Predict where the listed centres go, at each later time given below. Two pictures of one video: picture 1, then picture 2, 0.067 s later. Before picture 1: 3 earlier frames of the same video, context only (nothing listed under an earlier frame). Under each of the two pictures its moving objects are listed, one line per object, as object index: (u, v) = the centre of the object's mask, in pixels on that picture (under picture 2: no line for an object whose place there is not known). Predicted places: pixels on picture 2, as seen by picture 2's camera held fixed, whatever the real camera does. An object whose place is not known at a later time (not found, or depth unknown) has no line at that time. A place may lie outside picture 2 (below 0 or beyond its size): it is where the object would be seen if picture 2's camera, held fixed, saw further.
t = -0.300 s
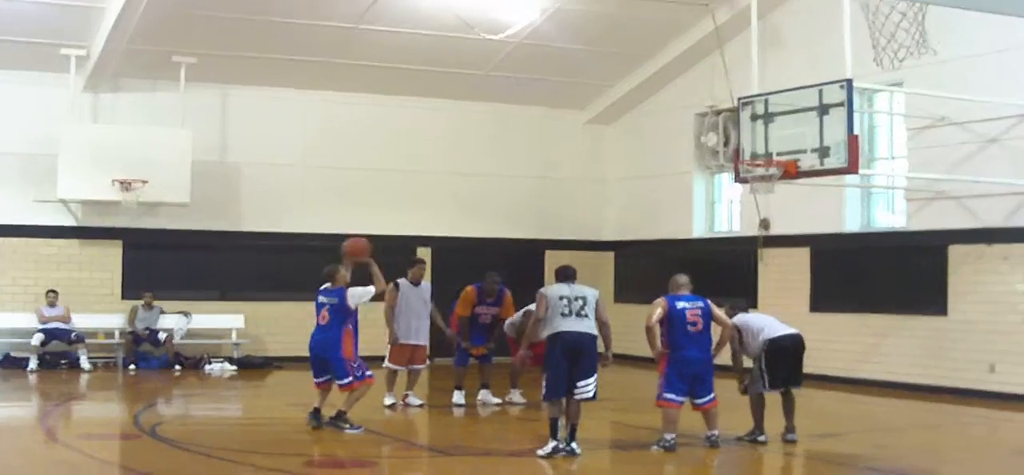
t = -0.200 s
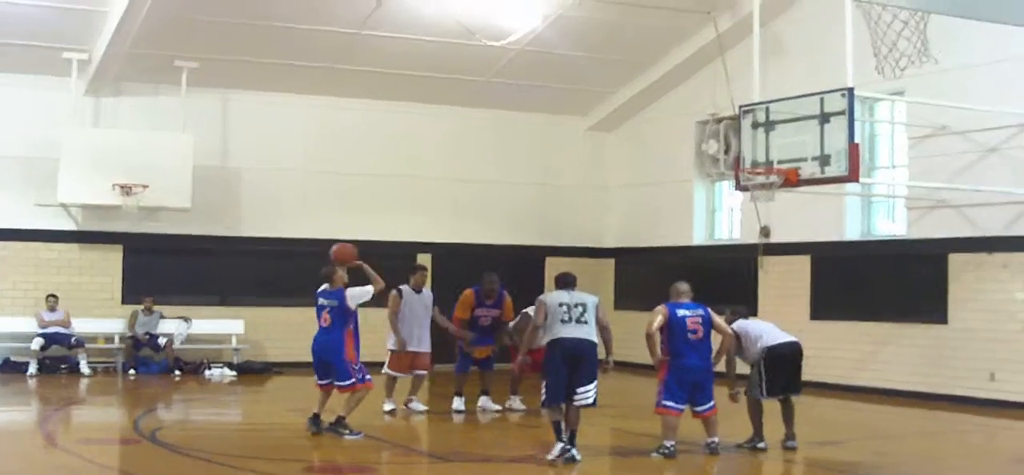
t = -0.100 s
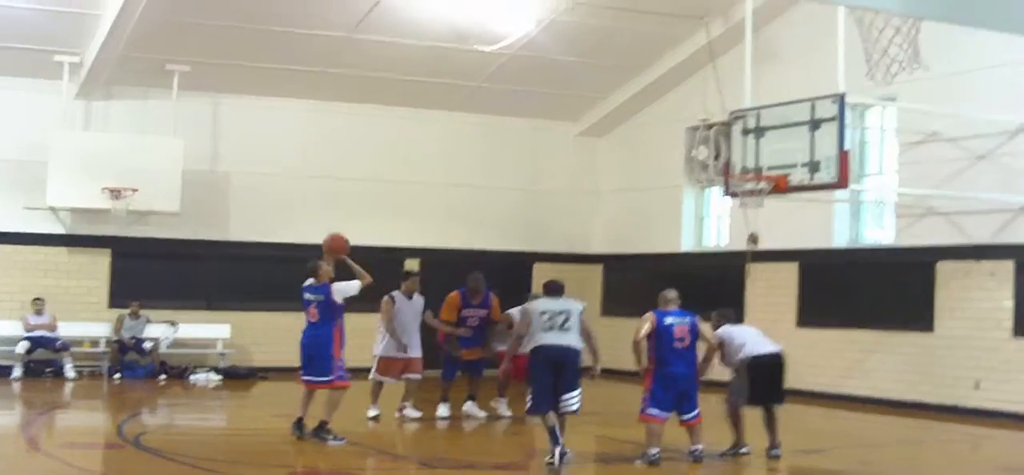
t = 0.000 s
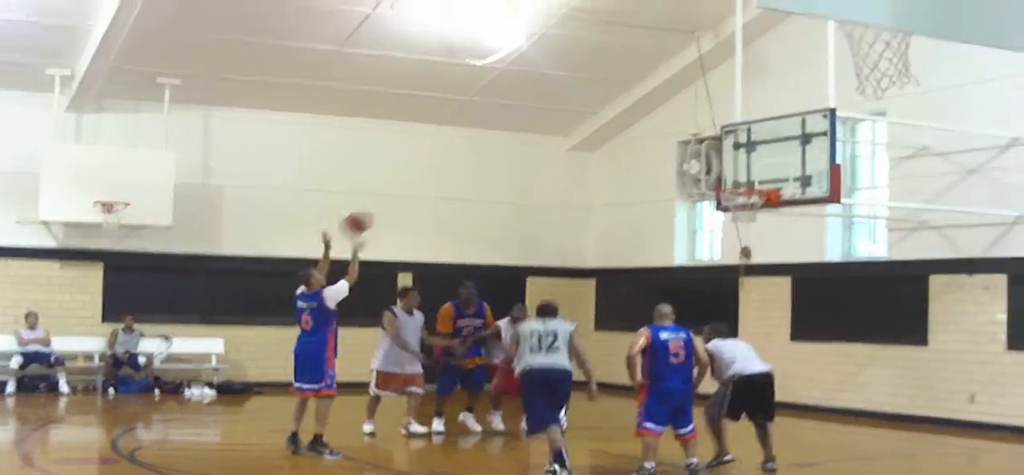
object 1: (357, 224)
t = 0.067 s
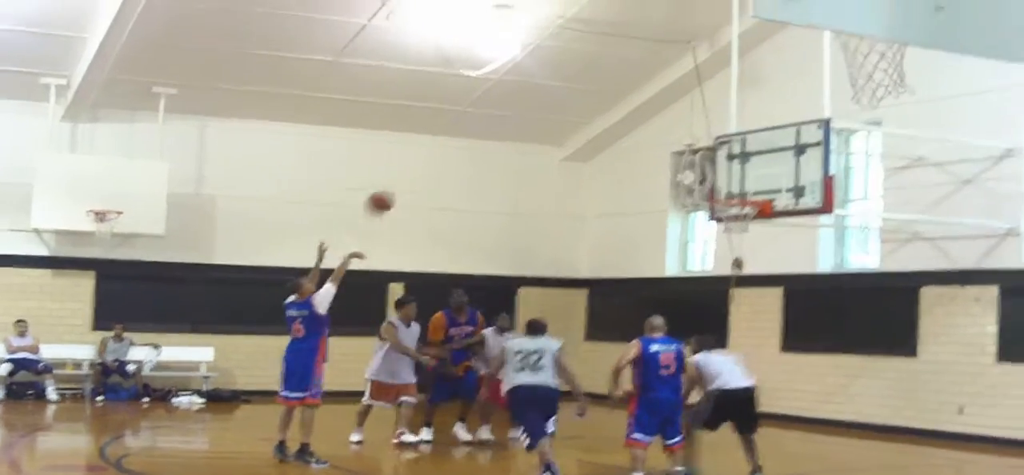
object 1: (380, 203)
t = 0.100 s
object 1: (395, 190)
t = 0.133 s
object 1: (409, 178)
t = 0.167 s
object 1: (422, 166)
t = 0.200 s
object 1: (436, 156)
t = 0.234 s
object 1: (450, 148)
